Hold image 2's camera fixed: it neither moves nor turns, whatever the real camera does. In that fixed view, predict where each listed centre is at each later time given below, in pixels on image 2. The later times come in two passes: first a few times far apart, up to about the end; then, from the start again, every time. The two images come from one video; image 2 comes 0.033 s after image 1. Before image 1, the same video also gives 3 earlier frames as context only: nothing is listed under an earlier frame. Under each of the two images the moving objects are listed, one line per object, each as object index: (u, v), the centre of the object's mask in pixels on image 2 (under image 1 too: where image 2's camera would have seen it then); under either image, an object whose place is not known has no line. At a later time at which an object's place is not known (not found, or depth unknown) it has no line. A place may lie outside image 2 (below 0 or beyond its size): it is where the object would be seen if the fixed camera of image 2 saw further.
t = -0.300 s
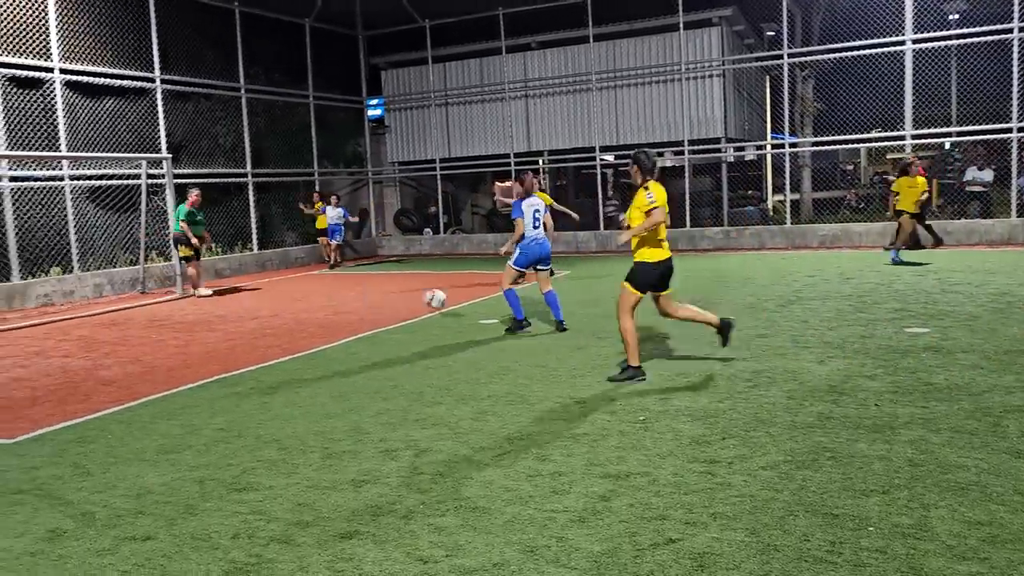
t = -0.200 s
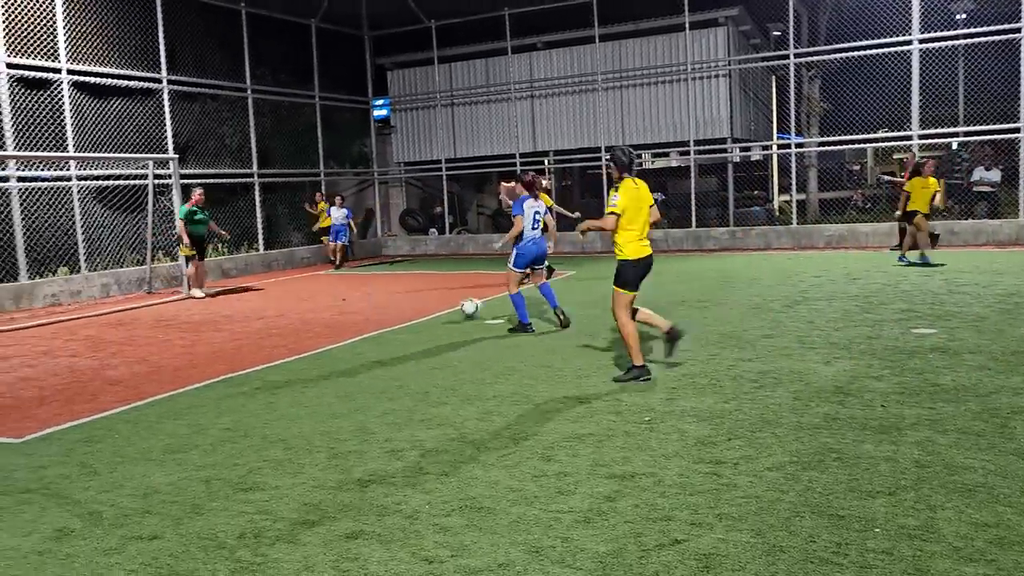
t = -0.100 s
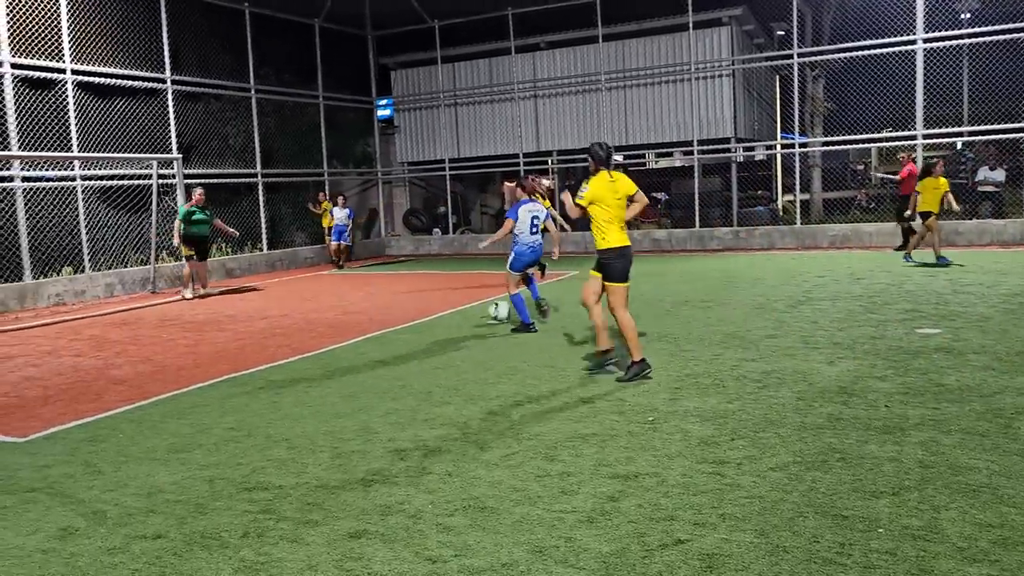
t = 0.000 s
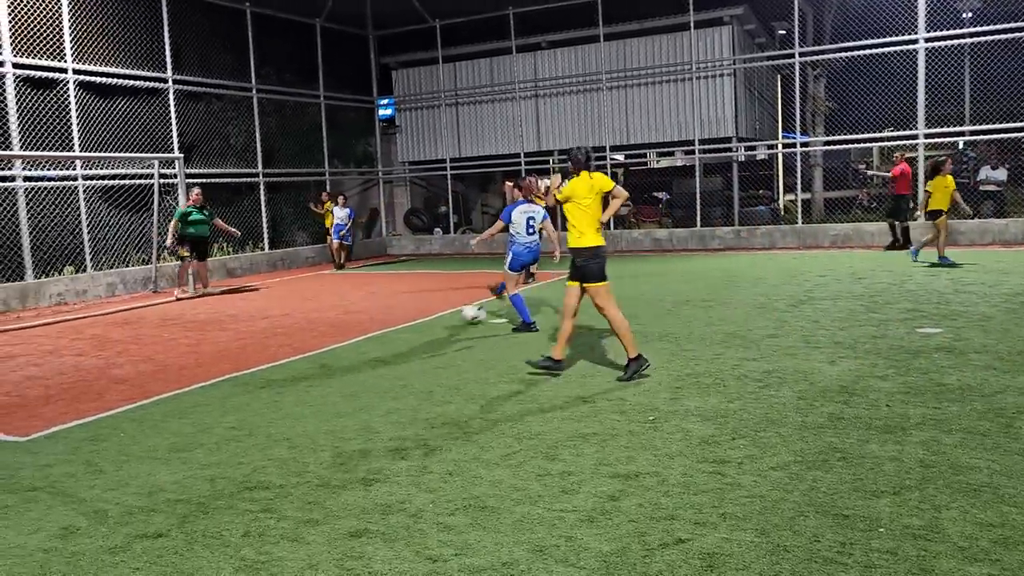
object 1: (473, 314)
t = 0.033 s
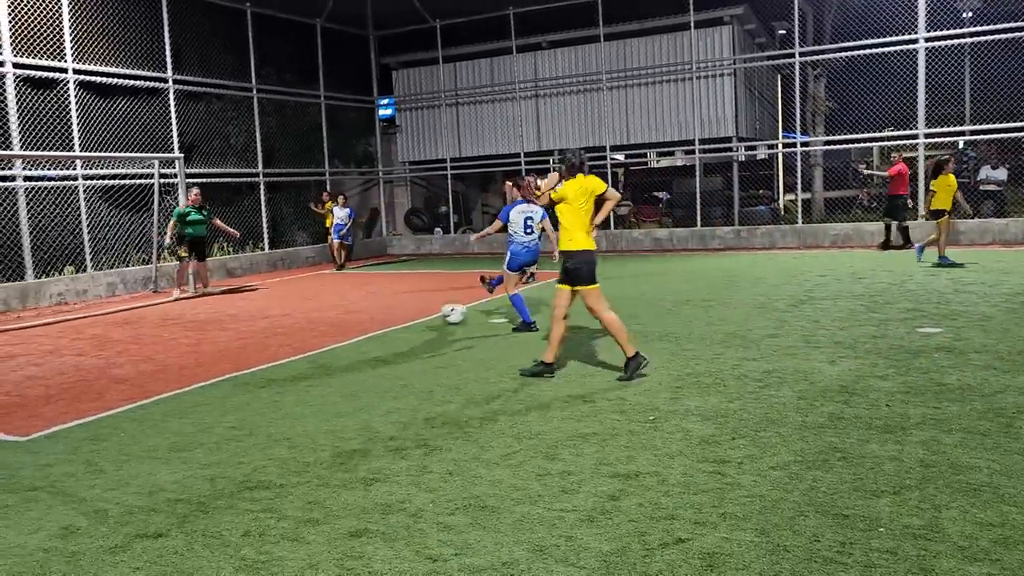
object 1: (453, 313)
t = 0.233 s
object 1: (350, 314)
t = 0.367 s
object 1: (291, 316)
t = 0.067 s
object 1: (436, 313)
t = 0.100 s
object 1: (417, 314)
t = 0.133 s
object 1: (400, 315)
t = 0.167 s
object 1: (382, 314)
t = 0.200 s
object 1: (366, 313)
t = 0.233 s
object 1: (350, 314)
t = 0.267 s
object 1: (335, 316)
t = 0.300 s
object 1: (320, 317)
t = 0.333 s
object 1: (305, 316)
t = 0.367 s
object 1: (291, 316)
